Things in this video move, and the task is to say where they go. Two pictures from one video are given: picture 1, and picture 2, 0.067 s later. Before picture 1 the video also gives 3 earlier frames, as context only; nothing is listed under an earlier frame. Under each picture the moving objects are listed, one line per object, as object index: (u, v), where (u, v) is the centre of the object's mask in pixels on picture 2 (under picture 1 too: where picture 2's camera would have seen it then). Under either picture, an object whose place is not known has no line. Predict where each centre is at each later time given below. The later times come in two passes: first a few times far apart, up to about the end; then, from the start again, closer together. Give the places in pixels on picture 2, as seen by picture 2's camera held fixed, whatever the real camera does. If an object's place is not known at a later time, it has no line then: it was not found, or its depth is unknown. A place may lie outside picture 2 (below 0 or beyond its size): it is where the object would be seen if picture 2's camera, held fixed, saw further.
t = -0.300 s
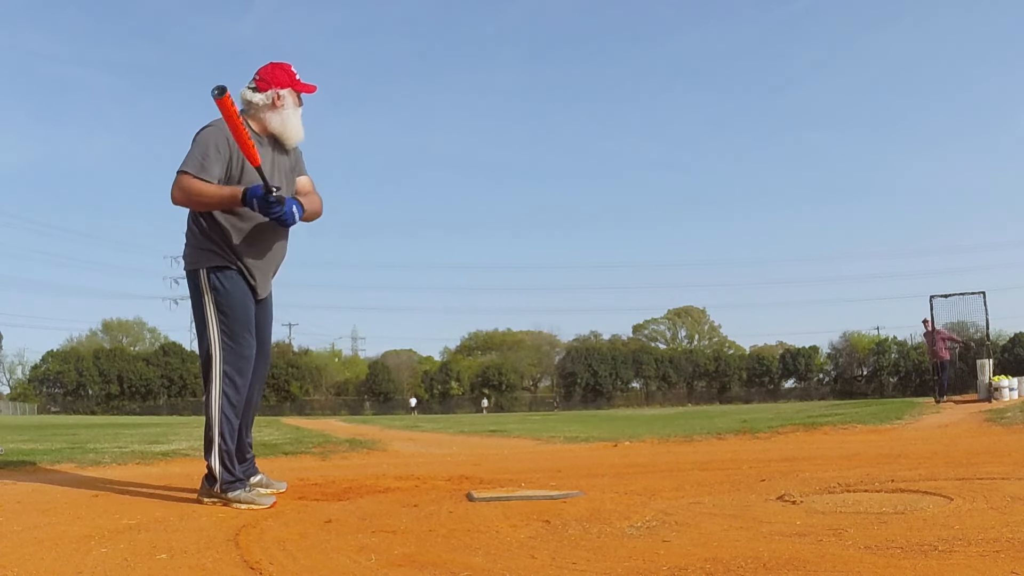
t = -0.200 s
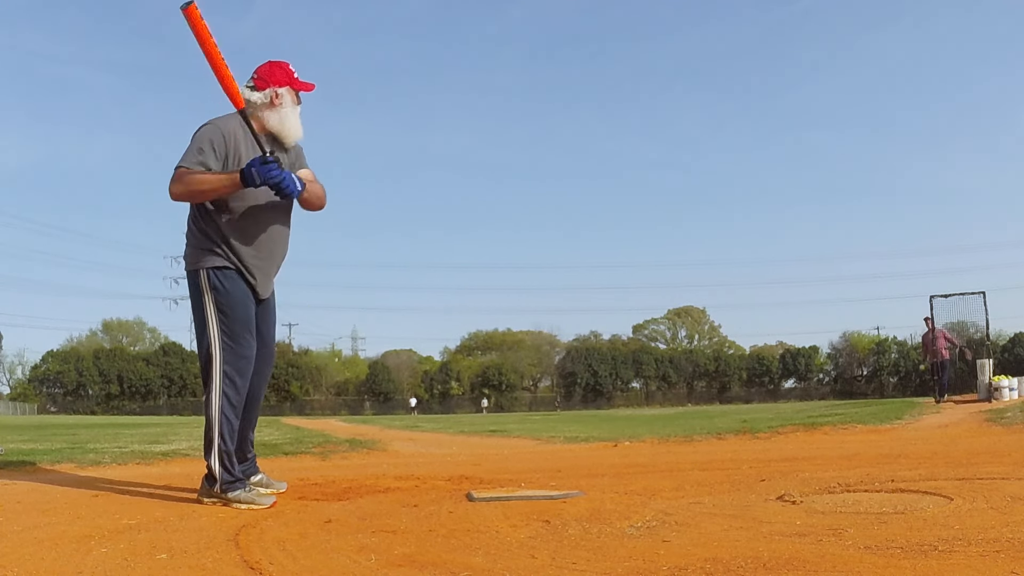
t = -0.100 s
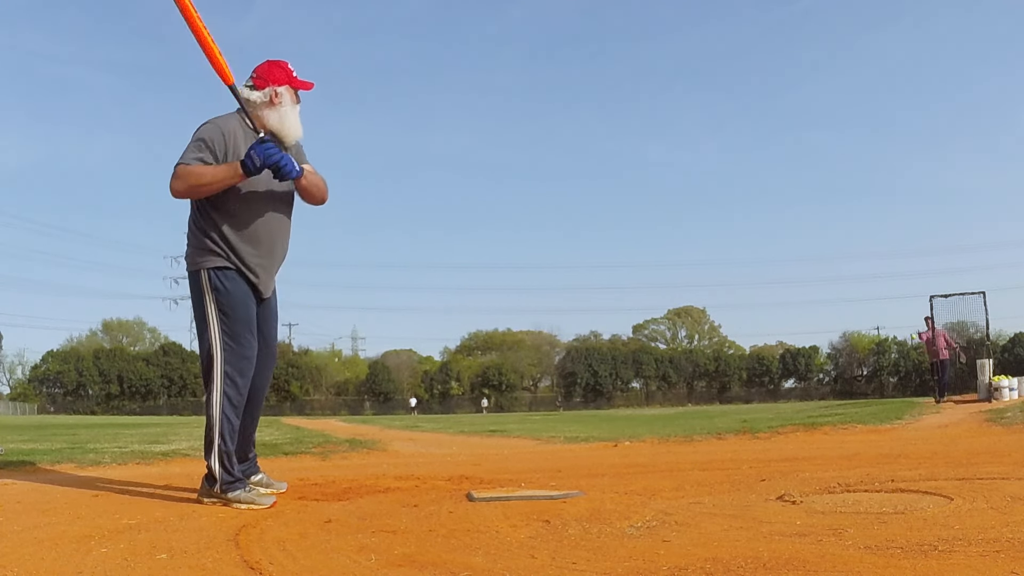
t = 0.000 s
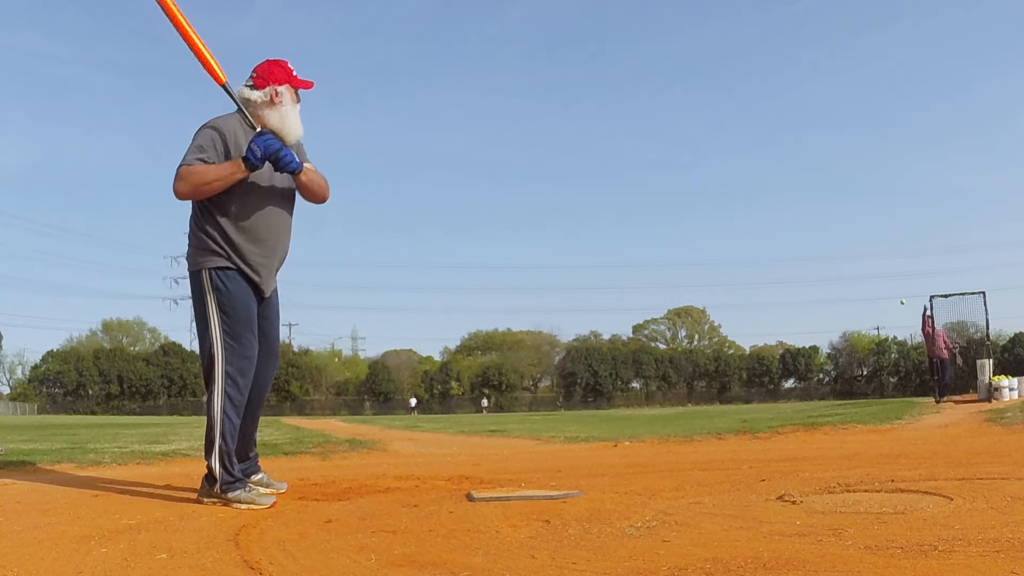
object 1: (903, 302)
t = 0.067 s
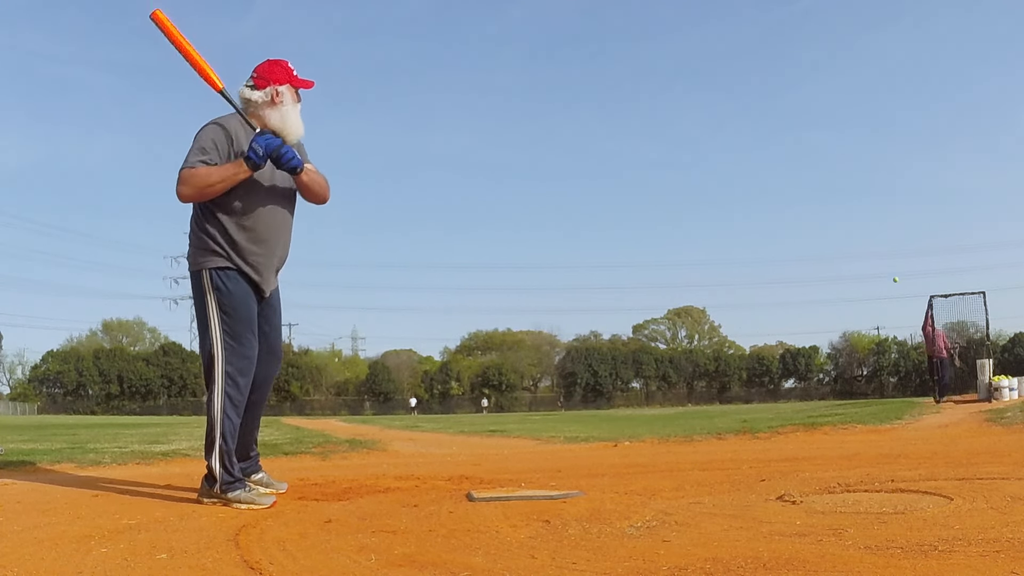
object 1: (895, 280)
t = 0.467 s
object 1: (839, 169)
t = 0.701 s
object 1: (790, 136)
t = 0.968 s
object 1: (705, 156)
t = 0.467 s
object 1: (839, 169)
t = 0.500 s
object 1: (833, 163)
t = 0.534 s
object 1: (827, 157)
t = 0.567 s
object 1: (820, 152)
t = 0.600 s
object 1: (813, 147)
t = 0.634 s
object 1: (806, 142)
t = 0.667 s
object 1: (798, 139)
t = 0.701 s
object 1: (790, 136)
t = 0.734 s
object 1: (782, 134)
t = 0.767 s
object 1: (773, 133)
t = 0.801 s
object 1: (764, 134)
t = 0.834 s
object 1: (754, 135)
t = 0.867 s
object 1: (743, 138)
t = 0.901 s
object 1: (731, 142)
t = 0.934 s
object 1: (719, 148)
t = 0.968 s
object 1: (705, 156)
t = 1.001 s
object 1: (690, 166)
